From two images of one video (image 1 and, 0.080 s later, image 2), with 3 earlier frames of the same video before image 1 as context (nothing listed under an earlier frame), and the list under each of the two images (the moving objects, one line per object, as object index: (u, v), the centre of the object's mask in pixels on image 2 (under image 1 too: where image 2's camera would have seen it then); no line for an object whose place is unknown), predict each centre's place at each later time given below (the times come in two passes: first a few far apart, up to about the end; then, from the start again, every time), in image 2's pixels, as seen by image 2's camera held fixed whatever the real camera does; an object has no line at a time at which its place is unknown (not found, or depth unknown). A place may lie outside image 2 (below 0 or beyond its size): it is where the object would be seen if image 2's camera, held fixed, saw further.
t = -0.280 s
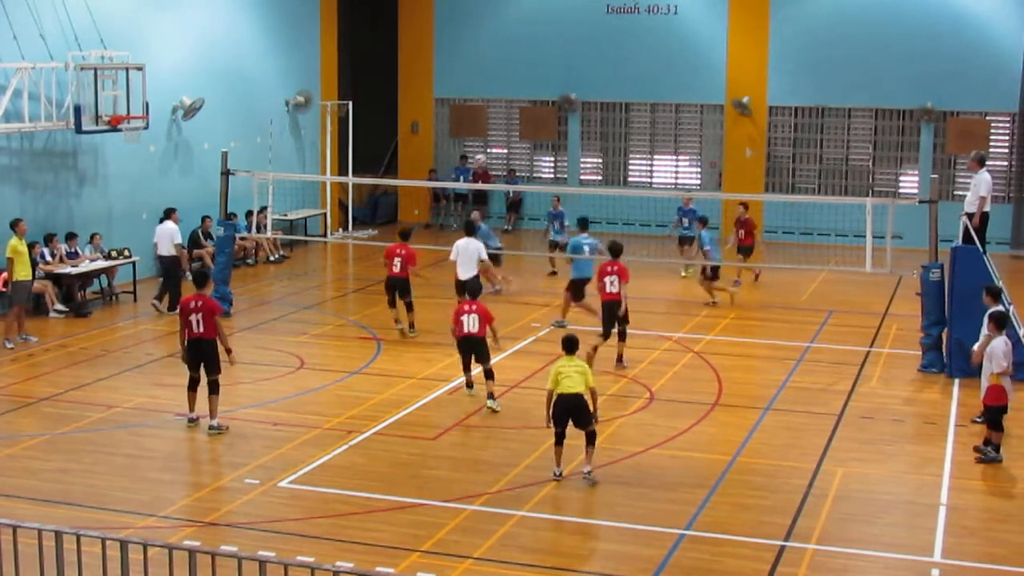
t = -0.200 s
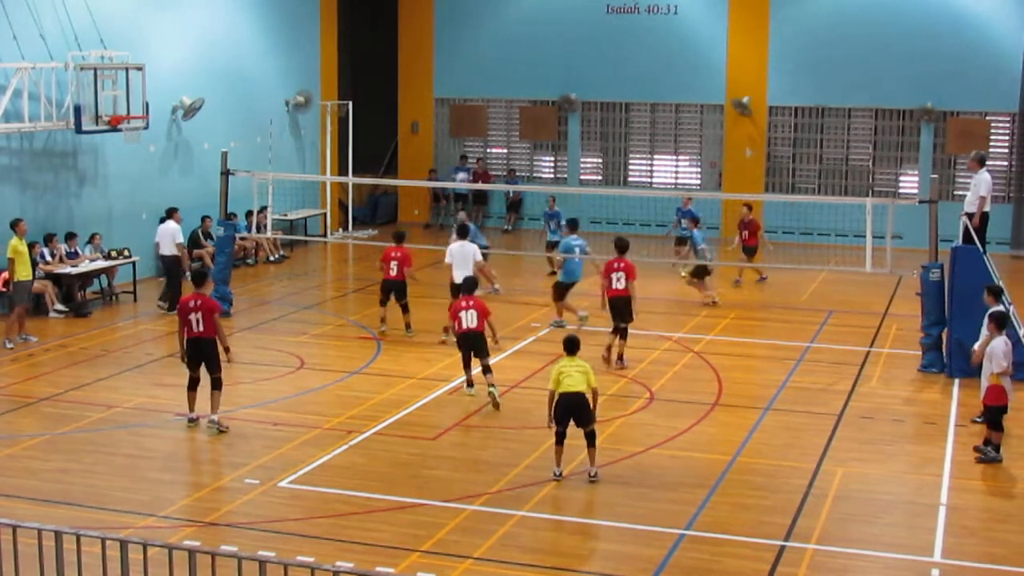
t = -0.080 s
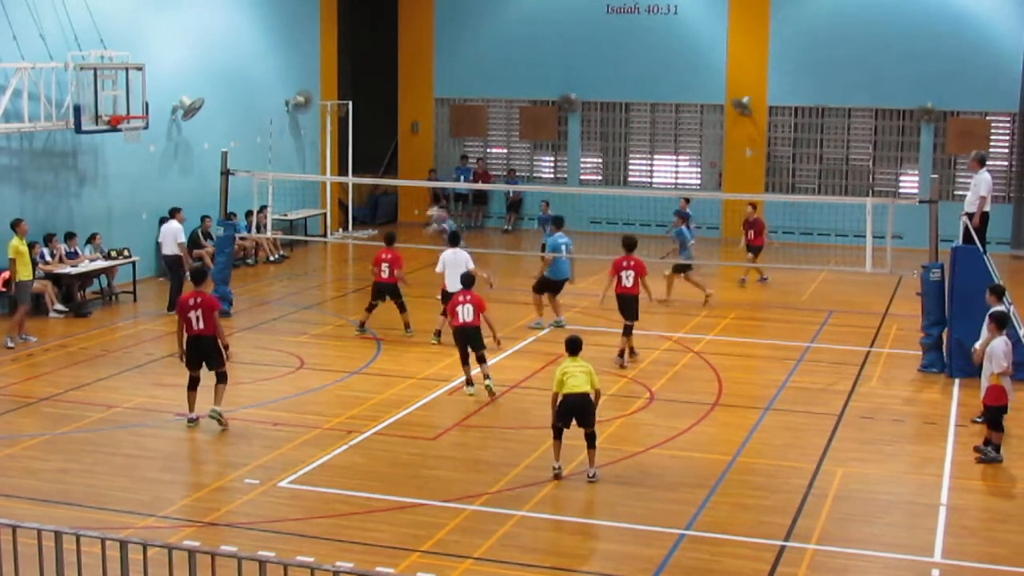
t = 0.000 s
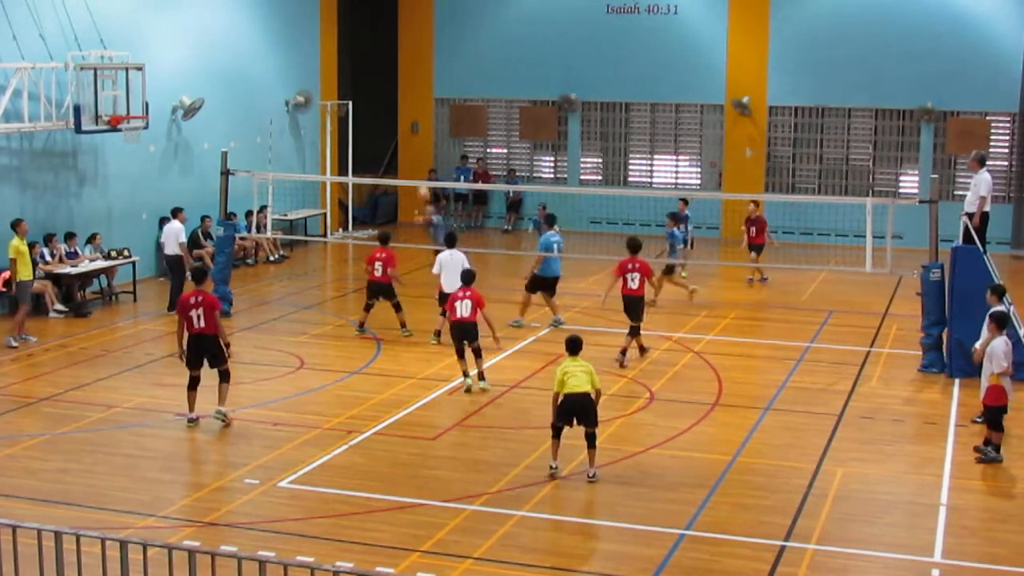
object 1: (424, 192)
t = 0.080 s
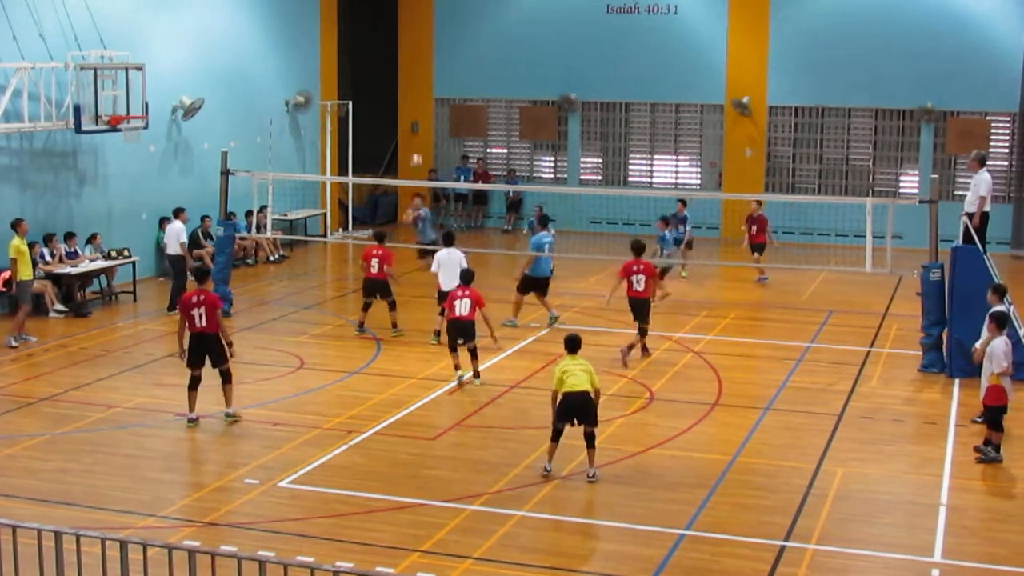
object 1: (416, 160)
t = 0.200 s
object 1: (407, 120)
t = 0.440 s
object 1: (388, 68)
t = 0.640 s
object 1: (373, 51)
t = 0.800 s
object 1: (361, 54)
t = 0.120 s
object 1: (413, 145)
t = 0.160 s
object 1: (410, 132)
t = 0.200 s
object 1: (407, 120)
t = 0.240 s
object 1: (403, 108)
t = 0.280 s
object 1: (400, 99)
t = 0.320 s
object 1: (397, 90)
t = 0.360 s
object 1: (394, 82)
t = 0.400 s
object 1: (391, 75)
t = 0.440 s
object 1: (388, 68)
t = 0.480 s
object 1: (386, 63)
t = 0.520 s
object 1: (383, 59)
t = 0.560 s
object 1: (380, 55)
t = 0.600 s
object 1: (377, 52)
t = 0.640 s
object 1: (373, 51)
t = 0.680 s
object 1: (370, 51)
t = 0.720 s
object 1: (367, 51)
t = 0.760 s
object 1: (365, 52)
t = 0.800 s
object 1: (361, 54)
